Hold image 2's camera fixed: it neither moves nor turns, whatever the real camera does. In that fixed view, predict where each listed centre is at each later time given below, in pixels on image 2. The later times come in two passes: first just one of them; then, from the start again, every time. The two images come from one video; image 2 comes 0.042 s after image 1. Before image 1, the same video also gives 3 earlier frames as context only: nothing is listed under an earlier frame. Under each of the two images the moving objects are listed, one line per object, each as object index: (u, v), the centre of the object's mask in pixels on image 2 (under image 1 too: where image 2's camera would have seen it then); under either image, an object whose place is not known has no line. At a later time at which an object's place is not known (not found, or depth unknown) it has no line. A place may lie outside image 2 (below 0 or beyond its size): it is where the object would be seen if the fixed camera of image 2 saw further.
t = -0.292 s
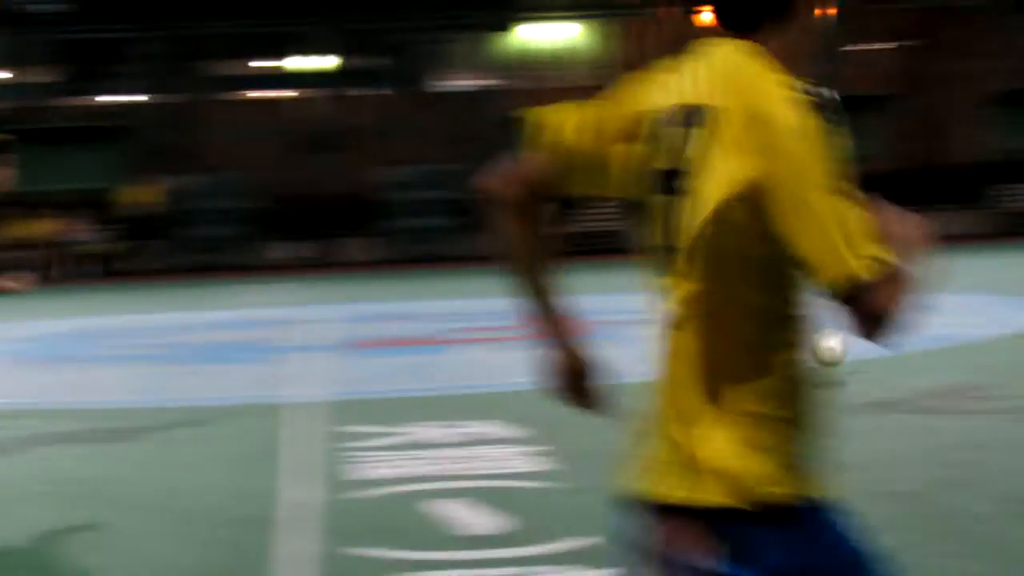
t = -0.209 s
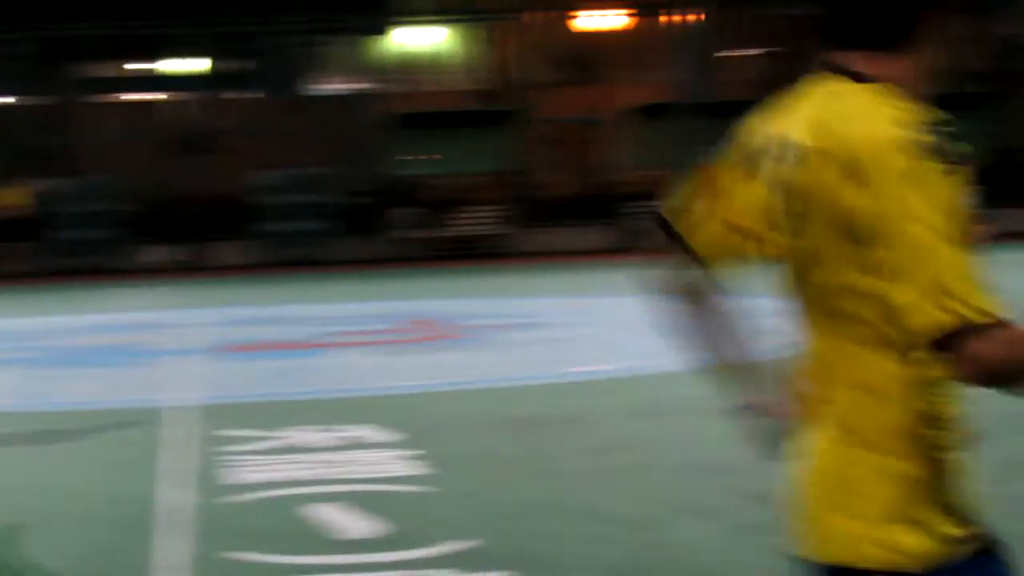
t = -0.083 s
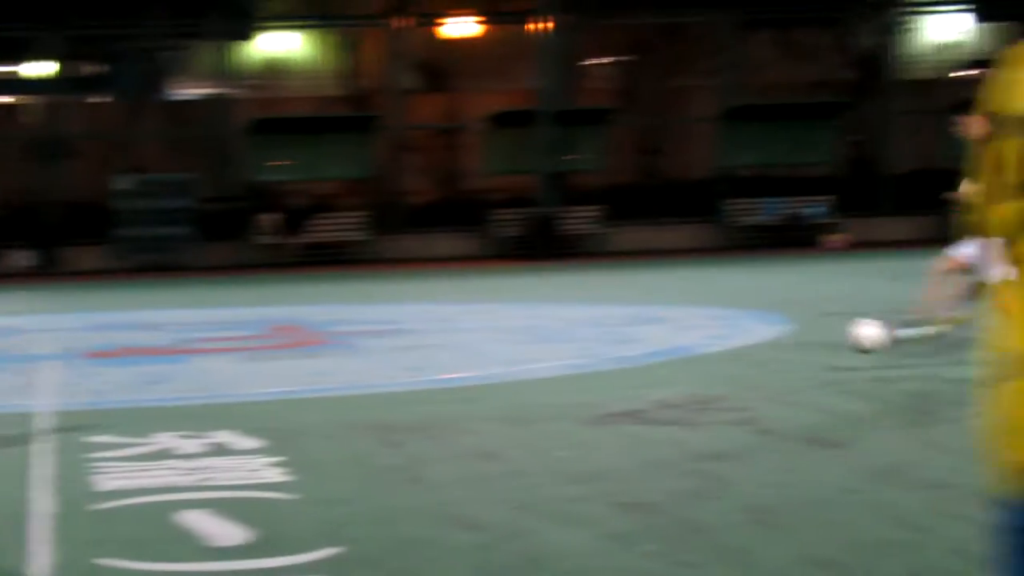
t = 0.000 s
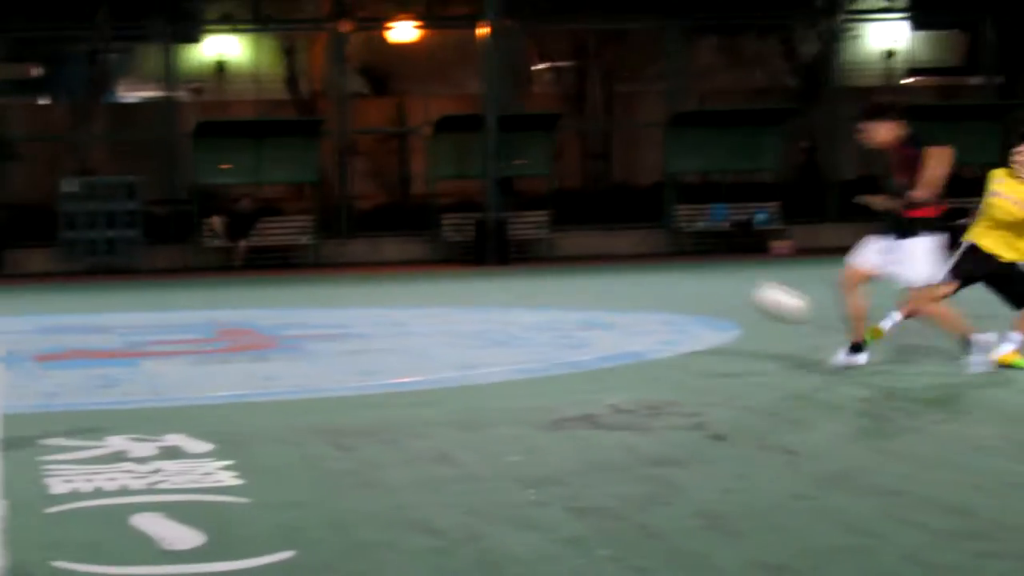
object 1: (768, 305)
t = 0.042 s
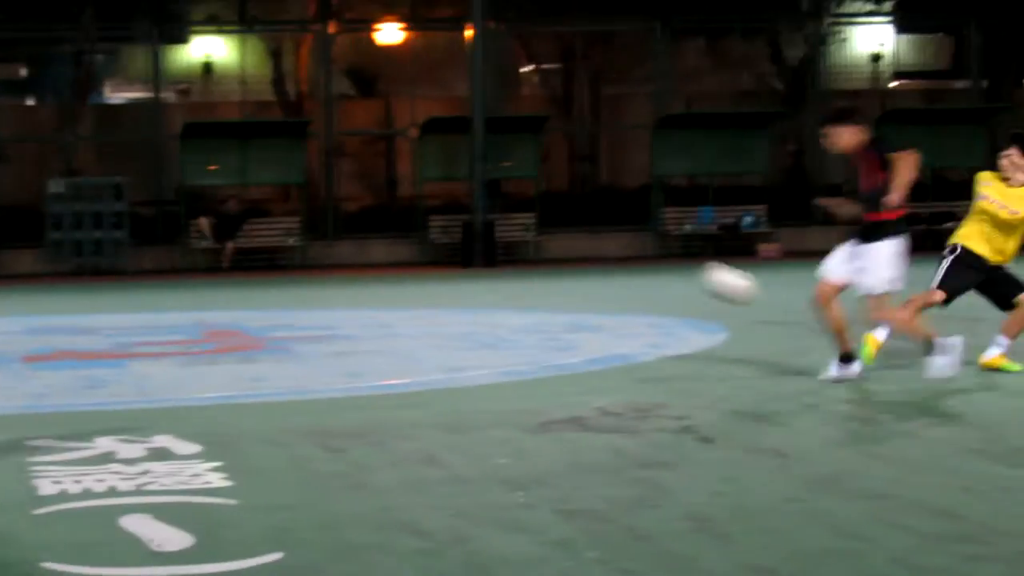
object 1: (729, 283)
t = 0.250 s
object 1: (519, 215)
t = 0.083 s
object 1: (687, 263)
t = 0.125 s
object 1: (645, 247)
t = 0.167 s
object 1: (605, 236)
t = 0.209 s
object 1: (561, 222)
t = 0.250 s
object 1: (519, 215)
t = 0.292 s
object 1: (478, 209)
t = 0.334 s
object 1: (433, 206)
